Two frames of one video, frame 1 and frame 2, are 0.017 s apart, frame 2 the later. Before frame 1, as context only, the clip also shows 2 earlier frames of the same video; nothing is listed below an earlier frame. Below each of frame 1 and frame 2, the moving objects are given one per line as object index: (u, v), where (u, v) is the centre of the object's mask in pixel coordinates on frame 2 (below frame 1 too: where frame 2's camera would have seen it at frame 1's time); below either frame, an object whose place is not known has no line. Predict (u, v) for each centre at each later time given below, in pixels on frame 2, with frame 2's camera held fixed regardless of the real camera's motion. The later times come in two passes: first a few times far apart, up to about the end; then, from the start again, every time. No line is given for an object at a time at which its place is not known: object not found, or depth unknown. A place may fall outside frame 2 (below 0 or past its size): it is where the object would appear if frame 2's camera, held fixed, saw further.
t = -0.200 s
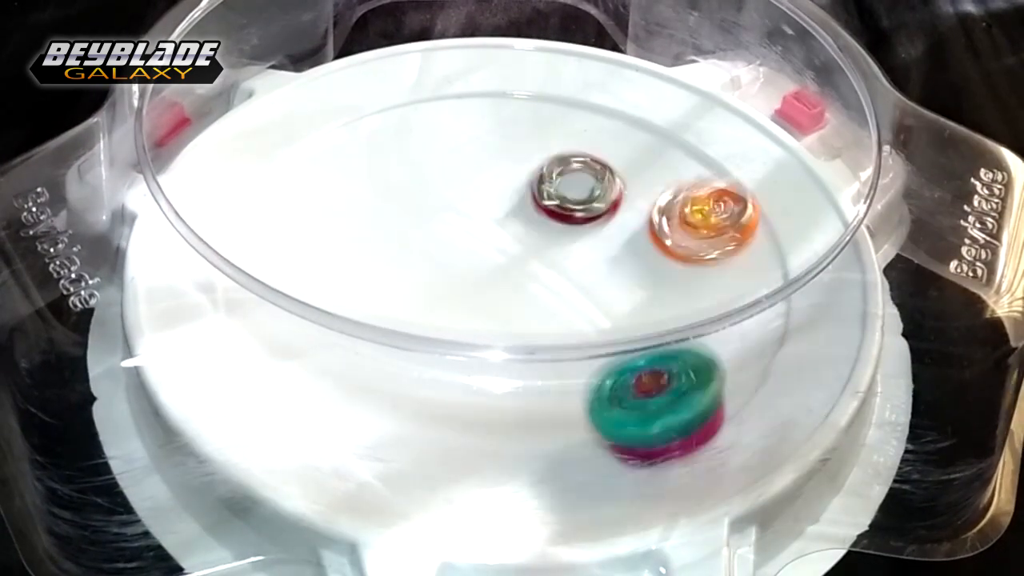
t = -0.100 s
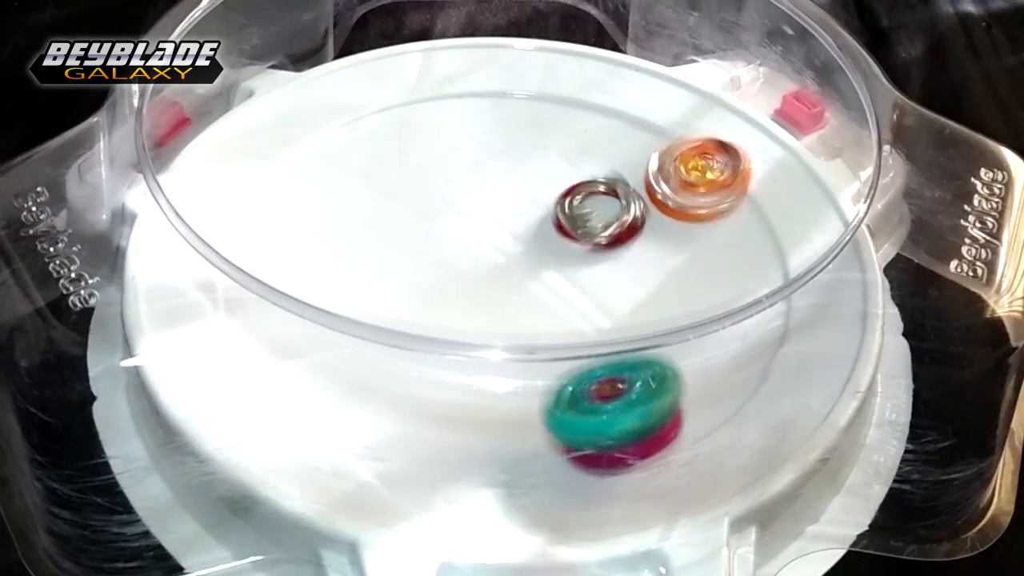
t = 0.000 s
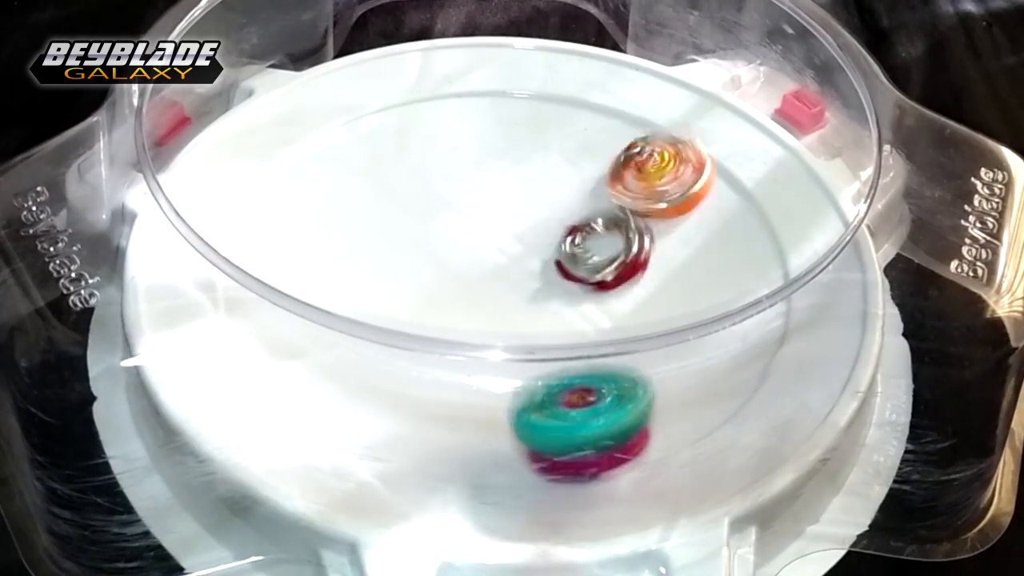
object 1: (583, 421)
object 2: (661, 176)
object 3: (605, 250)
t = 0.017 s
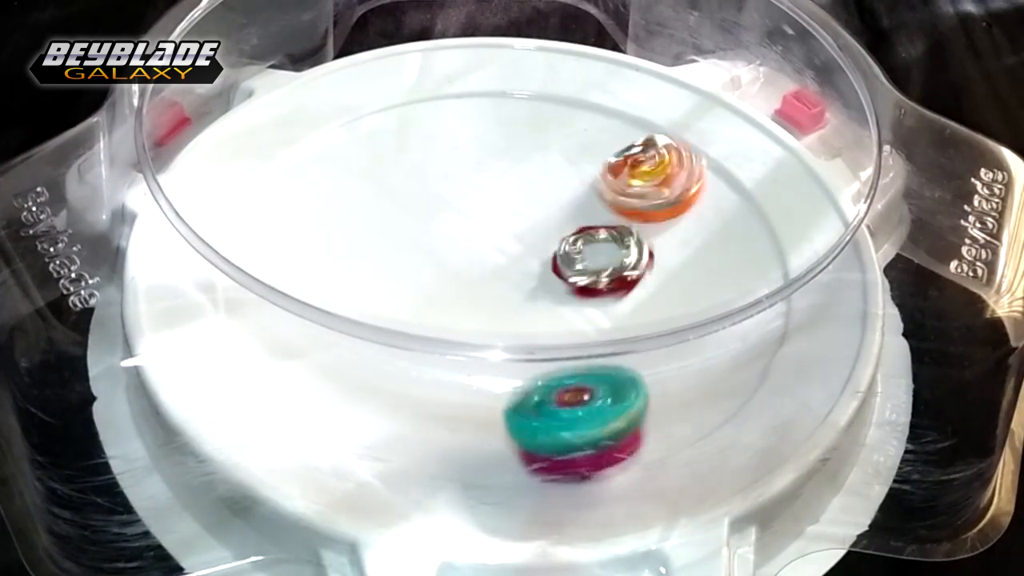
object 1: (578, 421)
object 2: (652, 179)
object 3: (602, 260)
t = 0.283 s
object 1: (442, 412)
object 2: (540, 231)
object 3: (576, 301)
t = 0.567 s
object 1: (295, 349)
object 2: (539, 231)
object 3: (576, 301)
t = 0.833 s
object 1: (293, 241)
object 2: (539, 231)
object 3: (576, 301)
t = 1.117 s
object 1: (370, 157)
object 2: (539, 232)
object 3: (576, 301)
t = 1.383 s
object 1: (467, 117)
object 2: (539, 232)
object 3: (576, 301)
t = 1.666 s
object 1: (590, 137)
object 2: (539, 231)
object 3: (576, 301)
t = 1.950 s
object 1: (694, 185)
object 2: (539, 232)
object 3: (576, 301)
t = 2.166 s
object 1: (721, 249)
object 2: (539, 232)
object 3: (576, 301)
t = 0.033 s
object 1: (570, 422)
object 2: (643, 183)
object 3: (601, 265)
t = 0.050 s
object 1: (566, 422)
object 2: (632, 188)
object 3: (598, 271)
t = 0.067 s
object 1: (560, 422)
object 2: (621, 193)
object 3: (595, 278)
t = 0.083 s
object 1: (554, 425)
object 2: (610, 198)
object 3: (592, 281)
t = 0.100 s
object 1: (548, 426)
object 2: (601, 203)
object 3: (588, 286)
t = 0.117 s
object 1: (540, 424)
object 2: (592, 208)
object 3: (586, 289)
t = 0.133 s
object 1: (532, 425)
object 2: (582, 214)
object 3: (583, 293)
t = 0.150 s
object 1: (525, 427)
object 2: (573, 218)
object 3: (581, 295)
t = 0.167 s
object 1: (513, 423)
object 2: (563, 223)
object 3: (579, 297)
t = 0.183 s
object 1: (504, 424)
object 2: (556, 226)
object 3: (578, 300)
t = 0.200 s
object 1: (495, 423)
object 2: (550, 228)
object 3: (577, 301)
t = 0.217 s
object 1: (483, 420)
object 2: (544, 230)
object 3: (576, 301)
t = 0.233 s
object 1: (474, 419)
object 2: (541, 231)
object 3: (576, 301)
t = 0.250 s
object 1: (464, 416)
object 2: (540, 231)
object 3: (576, 301)
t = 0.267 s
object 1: (451, 415)
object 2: (540, 231)
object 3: (576, 301)
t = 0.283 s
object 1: (442, 412)
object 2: (540, 231)
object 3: (576, 301)
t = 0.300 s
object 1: (431, 409)
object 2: (539, 231)
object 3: (576, 301)
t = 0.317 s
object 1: (420, 407)
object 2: (539, 231)
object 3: (576, 301)
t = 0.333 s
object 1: (410, 405)
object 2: (539, 231)
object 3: (576, 301)
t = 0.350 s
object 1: (398, 400)
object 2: (539, 231)
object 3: (576, 301)
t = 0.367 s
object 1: (388, 398)
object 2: (540, 232)
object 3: (576, 301)
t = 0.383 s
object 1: (380, 394)
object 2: (539, 231)
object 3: (576, 301)
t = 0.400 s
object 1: (370, 390)
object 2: (540, 231)
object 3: (576, 301)
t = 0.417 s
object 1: (362, 387)
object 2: (539, 232)
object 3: (576, 301)
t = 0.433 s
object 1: (353, 382)
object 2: (539, 231)
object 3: (576, 301)
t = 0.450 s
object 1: (344, 379)
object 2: (539, 231)
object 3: (576, 301)
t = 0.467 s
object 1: (337, 374)
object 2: (539, 231)
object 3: (576, 301)
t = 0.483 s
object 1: (329, 370)
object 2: (539, 231)
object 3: (576, 301)
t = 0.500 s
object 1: (322, 367)
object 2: (539, 231)
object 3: (576, 301)
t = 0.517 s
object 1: (315, 362)
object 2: (539, 232)
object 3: (576, 301)
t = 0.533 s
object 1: (307, 358)
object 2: (539, 231)
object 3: (576, 301)
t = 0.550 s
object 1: (301, 354)
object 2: (539, 231)
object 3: (576, 301)
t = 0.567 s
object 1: (295, 349)
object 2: (539, 231)
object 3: (576, 301)
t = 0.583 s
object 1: (295, 337)
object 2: (539, 231)
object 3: (576, 301)
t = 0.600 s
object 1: (292, 330)
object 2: (539, 231)
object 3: (576, 301)
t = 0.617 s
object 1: (288, 323)
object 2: (539, 231)
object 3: (576, 301)
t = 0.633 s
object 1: (286, 318)
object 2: (540, 231)
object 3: (576, 301)
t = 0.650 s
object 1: (285, 309)
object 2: (540, 231)
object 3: (576, 301)
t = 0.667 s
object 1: (283, 305)
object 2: (539, 231)
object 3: (576, 301)
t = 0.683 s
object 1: (284, 294)
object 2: (539, 231)
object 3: (576, 301)
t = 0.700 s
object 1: (281, 290)
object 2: (539, 231)
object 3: (576, 301)
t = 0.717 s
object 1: (282, 286)
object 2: (539, 231)
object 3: (576, 301)
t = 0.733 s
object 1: (283, 277)
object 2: (539, 231)
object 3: (576, 301)
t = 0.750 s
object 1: (283, 272)
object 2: (539, 231)
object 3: (576, 301)
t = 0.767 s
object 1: (284, 268)
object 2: (539, 231)
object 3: (576, 301)
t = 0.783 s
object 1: (285, 260)
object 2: (539, 231)
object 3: (576, 301)
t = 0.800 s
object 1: (290, 252)
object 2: (539, 231)
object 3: (576, 301)
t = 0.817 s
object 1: (293, 246)
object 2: (539, 231)
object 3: (576, 301)
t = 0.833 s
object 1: (293, 241)
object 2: (539, 231)
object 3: (576, 301)
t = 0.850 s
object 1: (296, 238)
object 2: (539, 231)
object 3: (576, 301)
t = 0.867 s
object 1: (299, 231)
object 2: (539, 232)
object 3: (576, 301)
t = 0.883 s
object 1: (303, 226)
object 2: (539, 231)
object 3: (576, 301)
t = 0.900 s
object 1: (309, 220)
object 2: (539, 232)
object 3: (576, 301)
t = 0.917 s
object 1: (311, 214)
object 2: (539, 231)
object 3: (576, 301)
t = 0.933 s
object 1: (316, 209)
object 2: (539, 232)
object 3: (576, 301)
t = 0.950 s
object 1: (320, 203)
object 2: (539, 232)
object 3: (576, 301)
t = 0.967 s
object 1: (324, 199)
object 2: (539, 231)
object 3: (576, 301)
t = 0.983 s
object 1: (331, 193)
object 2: (539, 231)
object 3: (576, 301)
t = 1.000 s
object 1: (334, 188)
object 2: (539, 231)
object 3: (576, 301)
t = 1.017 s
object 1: (339, 184)
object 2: (539, 231)
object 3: (576, 301)
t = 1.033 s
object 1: (343, 178)
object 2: (539, 231)
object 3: (576, 301)
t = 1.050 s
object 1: (349, 175)
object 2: (539, 231)
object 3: (576, 301)
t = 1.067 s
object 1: (355, 169)
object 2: (539, 231)
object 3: (576, 301)
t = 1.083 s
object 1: (359, 165)
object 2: (539, 232)
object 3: (576, 301)
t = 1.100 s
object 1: (365, 161)
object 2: (539, 232)
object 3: (576, 301)
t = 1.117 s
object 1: (370, 157)
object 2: (539, 232)
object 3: (576, 301)
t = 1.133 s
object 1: (376, 154)
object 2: (539, 232)
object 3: (576, 301)
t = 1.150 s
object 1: (382, 149)
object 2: (539, 232)
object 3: (576, 301)
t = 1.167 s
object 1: (386, 146)
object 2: (539, 232)
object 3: (576, 301)
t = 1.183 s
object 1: (393, 142)
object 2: (539, 232)
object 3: (576, 301)
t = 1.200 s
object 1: (399, 138)
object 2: (539, 232)
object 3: (576, 301)
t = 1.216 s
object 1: (405, 136)
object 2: (539, 232)
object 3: (576, 301)
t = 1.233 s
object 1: (411, 132)
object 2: (539, 232)
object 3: (576, 301)
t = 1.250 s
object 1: (416, 130)
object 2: (539, 232)
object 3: (576, 301)
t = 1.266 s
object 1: (423, 128)
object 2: (539, 232)
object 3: (576, 301)
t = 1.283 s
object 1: (428, 125)
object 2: (539, 232)
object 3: (576, 301)
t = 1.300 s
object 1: (435, 124)
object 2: (539, 232)
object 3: (576, 301)
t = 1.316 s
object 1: (441, 121)
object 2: (539, 232)
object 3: (576, 301)
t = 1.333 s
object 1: (447, 121)
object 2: (539, 232)
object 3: (576, 301)
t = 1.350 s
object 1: (454, 119)
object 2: (539, 232)
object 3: (576, 301)
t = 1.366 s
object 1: (460, 117)
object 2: (539, 232)
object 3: (576, 301)
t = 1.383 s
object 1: (467, 117)
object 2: (539, 232)
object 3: (576, 301)
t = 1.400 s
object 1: (473, 116)
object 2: (539, 232)
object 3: (576, 301)
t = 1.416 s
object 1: (479, 116)
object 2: (539, 232)
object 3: (576, 301)
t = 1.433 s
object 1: (487, 115)
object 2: (539, 232)
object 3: (576, 301)
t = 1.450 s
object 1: (493, 116)
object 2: (539, 232)
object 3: (576, 301)
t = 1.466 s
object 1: (500, 117)
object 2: (539, 232)
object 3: (576, 301)
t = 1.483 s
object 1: (507, 117)
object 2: (539, 232)
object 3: (576, 301)
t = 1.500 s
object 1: (513, 118)
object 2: (539, 231)
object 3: (576, 302)
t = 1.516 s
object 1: (521, 119)
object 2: (539, 231)
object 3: (576, 301)
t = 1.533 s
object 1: (528, 121)
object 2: (539, 231)
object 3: (576, 301)
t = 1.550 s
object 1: (536, 123)
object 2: (539, 231)
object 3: (576, 301)
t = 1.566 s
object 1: (543, 125)
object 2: (539, 231)
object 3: (576, 302)
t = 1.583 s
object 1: (551, 127)
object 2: (539, 231)
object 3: (576, 302)
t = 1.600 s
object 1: (558, 128)
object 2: (539, 231)
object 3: (576, 302)
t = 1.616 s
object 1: (565, 131)
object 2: (539, 231)
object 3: (576, 302)
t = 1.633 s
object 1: (574, 132)
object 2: (539, 231)
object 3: (576, 301)
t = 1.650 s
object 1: (581, 134)
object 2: (539, 231)
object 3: (576, 301)
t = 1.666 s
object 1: (590, 137)
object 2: (539, 231)
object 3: (576, 301)
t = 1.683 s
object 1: (597, 139)
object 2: (539, 231)
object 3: (576, 302)
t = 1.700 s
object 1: (605, 141)
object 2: (539, 231)
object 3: (576, 301)
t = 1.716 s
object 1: (611, 143)
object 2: (539, 231)
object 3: (576, 301)
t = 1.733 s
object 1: (618, 146)
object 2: (540, 231)
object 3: (576, 301)
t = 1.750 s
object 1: (626, 148)
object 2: (540, 232)
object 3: (576, 301)
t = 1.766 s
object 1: (631, 150)
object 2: (540, 232)
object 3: (576, 301)
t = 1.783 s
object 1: (639, 153)
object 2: (540, 232)
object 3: (576, 301)
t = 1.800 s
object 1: (645, 155)
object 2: (540, 232)
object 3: (576, 301)
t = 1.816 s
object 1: (651, 159)
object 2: (540, 232)
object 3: (576, 301)
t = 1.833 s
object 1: (657, 162)
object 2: (539, 232)
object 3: (576, 301)
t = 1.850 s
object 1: (663, 165)
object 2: (540, 232)
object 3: (576, 301)
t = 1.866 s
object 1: (669, 168)
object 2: (539, 232)
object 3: (576, 301)
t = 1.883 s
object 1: (674, 171)
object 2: (539, 232)
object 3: (576, 301)
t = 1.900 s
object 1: (680, 174)
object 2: (539, 232)
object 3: (576, 301)
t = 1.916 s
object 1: (685, 178)
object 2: (539, 232)
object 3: (576, 301)
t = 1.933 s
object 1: (690, 181)
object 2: (539, 232)
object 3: (576, 301)
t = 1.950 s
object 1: (694, 185)
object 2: (539, 232)
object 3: (576, 301)
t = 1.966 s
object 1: (699, 189)
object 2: (539, 232)
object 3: (576, 301)
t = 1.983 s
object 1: (703, 193)
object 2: (539, 232)
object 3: (576, 301)
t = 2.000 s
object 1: (706, 198)
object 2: (539, 232)
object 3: (576, 301)
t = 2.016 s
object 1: (710, 202)
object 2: (539, 232)
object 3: (576, 301)
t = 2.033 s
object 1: (712, 206)
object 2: (539, 232)
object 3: (576, 301)
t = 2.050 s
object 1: (715, 211)
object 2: (539, 232)
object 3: (576, 301)
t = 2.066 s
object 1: (717, 215)
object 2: (539, 232)
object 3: (576, 301)
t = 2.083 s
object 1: (719, 221)
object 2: (539, 232)
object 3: (576, 301)
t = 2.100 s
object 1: (720, 225)
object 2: (539, 232)
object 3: (576, 301)
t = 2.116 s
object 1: (720, 232)
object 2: (539, 232)
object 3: (576, 301)
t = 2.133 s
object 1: (721, 237)
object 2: (539, 232)
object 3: (576, 301)
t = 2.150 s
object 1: (719, 242)
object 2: (539, 232)
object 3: (576, 301)
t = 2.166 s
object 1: (721, 249)
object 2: (539, 232)
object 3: (576, 301)
